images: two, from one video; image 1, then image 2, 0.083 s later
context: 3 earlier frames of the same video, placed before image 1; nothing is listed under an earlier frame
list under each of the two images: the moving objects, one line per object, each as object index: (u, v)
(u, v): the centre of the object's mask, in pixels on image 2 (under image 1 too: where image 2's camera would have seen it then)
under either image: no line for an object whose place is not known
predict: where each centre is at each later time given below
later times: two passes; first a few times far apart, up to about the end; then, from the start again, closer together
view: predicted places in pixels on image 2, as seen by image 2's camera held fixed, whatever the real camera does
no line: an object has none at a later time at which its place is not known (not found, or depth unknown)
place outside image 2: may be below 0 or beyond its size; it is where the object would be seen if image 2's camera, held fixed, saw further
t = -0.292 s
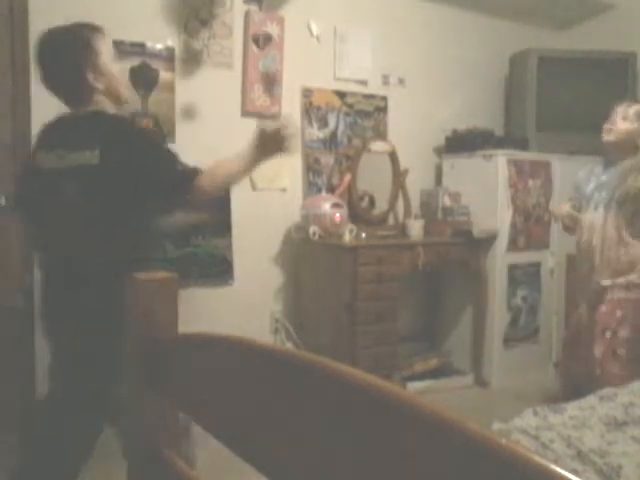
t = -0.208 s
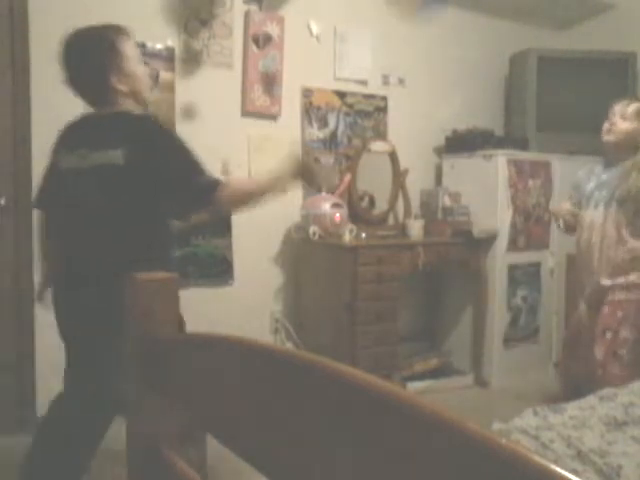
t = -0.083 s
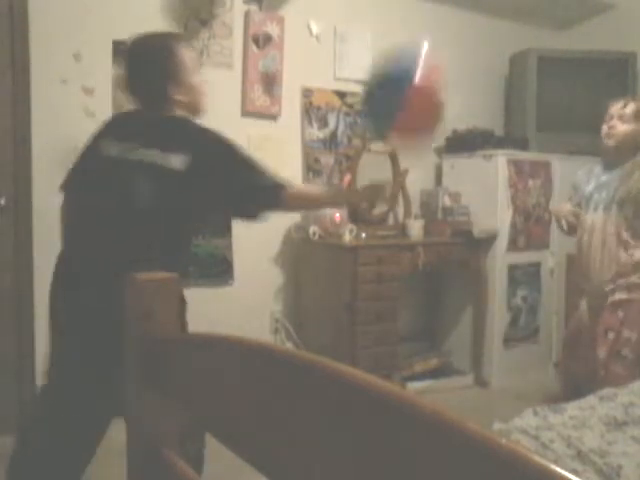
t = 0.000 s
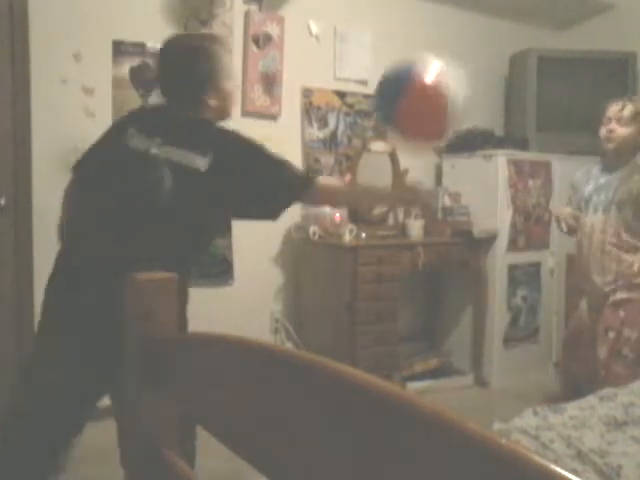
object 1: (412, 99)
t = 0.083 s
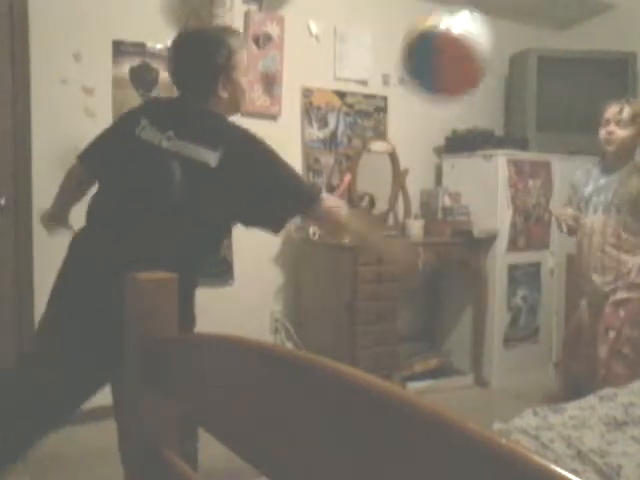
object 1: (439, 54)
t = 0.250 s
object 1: (488, 24)
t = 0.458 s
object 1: (519, 50)
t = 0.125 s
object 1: (452, 41)
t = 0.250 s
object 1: (488, 24)
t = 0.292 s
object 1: (498, 23)
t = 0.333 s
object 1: (506, 24)
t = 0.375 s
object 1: (504, 30)
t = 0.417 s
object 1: (513, 38)
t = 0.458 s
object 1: (519, 50)
